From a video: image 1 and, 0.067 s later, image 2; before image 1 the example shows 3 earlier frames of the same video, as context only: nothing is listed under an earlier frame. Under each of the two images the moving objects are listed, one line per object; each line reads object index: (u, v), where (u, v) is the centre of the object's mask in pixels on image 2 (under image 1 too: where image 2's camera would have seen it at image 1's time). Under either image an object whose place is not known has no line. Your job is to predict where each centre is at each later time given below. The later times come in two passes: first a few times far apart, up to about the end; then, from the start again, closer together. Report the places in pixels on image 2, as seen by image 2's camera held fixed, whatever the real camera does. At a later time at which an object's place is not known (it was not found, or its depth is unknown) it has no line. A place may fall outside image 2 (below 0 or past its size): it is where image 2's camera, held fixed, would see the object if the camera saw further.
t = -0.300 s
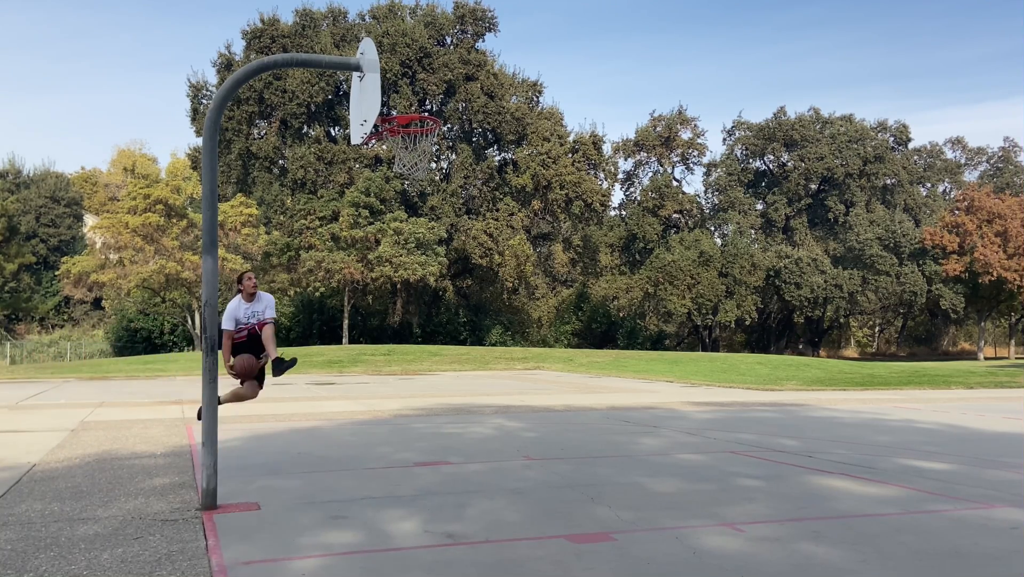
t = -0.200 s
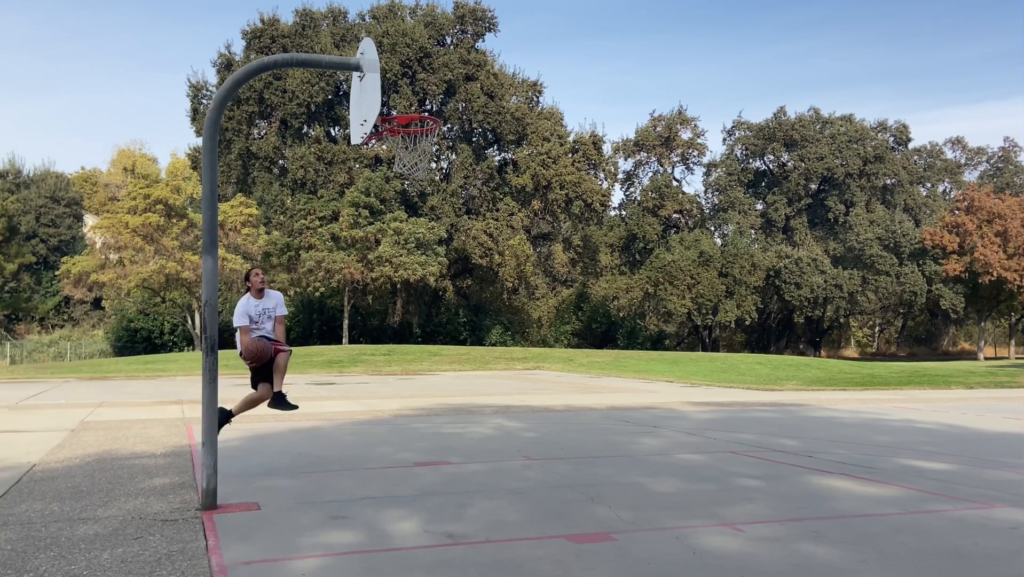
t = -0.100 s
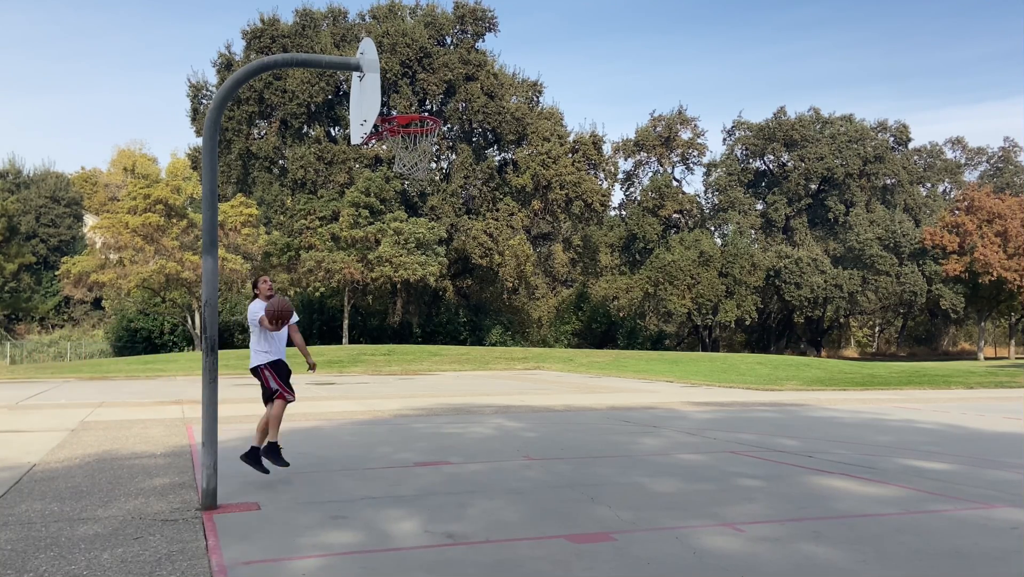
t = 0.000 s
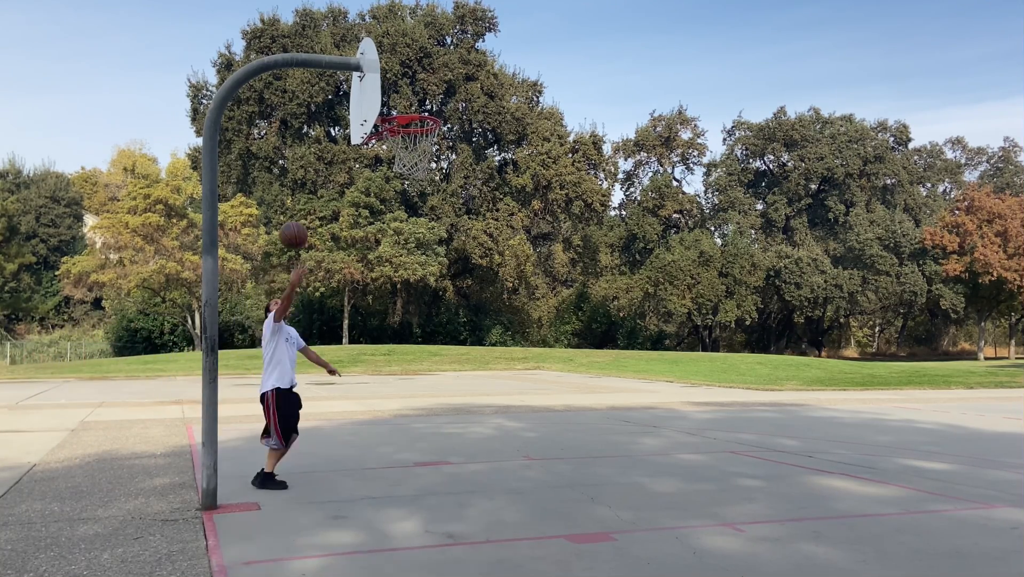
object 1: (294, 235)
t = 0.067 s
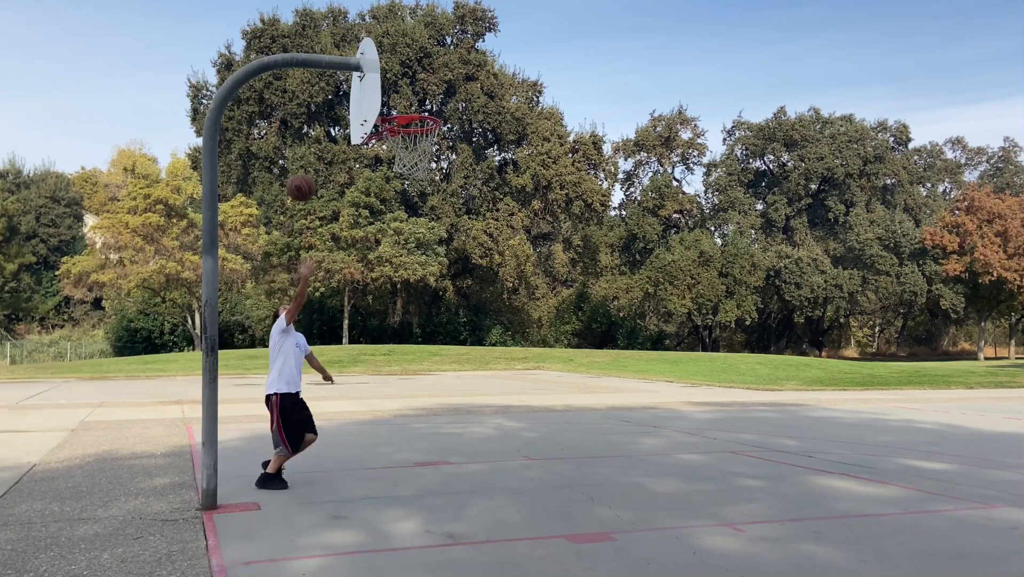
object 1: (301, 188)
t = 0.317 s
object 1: (330, 49)
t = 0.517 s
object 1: (352, 6)
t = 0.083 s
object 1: (303, 176)
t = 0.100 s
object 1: (305, 166)
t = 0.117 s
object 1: (307, 155)
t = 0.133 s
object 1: (308, 145)
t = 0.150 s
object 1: (311, 135)
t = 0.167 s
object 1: (312, 126)
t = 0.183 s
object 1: (314, 116)
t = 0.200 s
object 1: (316, 108)
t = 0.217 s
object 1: (318, 99)
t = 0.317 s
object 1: (330, 49)
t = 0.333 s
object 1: (331, 46)
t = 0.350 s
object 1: (333, 42)
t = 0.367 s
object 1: (335, 37)
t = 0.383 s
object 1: (337, 31)
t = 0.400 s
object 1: (338, 26)
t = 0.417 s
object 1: (340, 22)
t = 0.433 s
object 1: (342, 17)
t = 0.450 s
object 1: (344, 14)
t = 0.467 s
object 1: (346, 11)
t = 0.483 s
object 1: (348, 9)
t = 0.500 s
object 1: (350, 8)
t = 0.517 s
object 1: (352, 6)
